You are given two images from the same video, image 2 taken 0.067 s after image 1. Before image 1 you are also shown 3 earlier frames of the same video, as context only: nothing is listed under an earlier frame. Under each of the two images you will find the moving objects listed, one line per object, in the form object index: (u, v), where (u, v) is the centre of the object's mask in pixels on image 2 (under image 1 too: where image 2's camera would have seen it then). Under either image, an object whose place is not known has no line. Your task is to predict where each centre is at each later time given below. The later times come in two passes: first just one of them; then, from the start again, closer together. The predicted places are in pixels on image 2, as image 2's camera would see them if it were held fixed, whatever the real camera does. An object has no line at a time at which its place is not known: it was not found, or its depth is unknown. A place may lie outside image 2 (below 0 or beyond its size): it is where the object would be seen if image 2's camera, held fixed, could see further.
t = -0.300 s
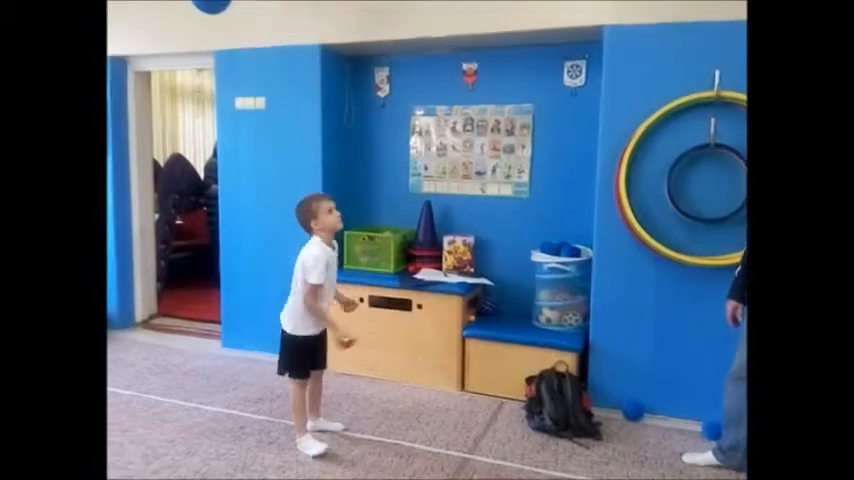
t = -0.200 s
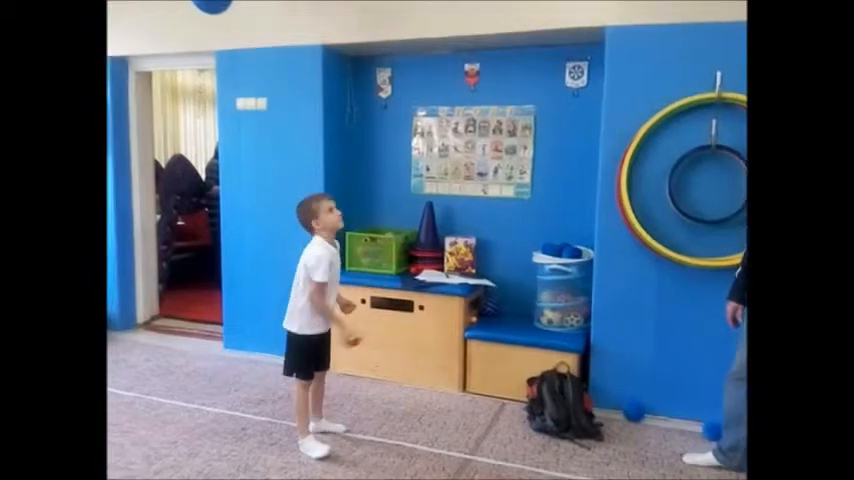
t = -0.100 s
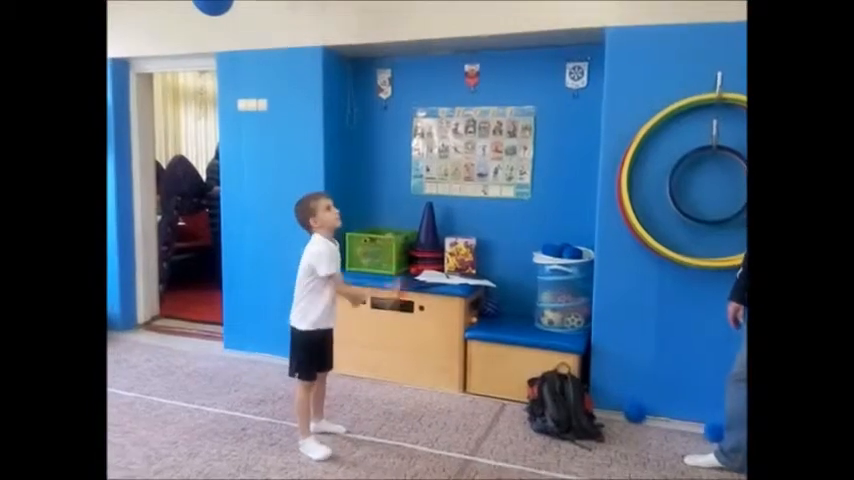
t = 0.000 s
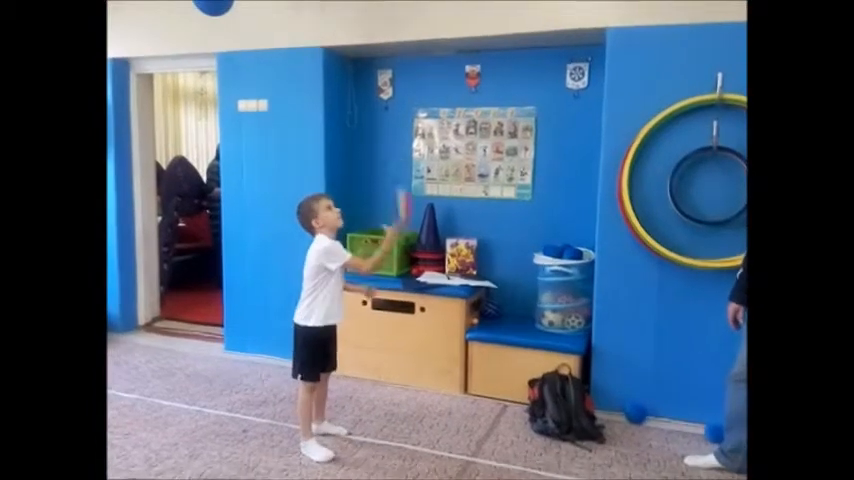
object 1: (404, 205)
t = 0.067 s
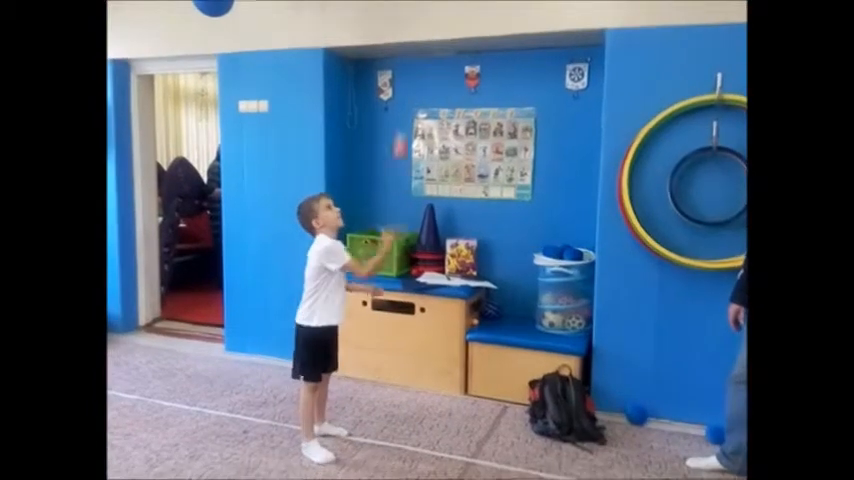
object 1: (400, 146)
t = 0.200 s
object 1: (391, 59)
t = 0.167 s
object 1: (394, 76)
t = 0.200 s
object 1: (391, 59)
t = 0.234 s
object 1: (389, 44)
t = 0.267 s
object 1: (385, 30)
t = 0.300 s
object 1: (382, 19)
